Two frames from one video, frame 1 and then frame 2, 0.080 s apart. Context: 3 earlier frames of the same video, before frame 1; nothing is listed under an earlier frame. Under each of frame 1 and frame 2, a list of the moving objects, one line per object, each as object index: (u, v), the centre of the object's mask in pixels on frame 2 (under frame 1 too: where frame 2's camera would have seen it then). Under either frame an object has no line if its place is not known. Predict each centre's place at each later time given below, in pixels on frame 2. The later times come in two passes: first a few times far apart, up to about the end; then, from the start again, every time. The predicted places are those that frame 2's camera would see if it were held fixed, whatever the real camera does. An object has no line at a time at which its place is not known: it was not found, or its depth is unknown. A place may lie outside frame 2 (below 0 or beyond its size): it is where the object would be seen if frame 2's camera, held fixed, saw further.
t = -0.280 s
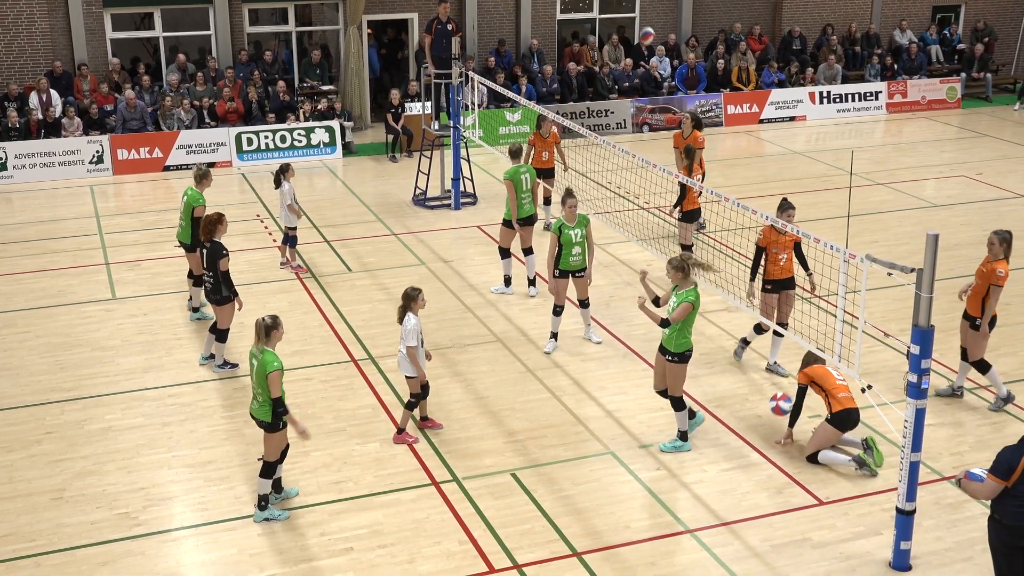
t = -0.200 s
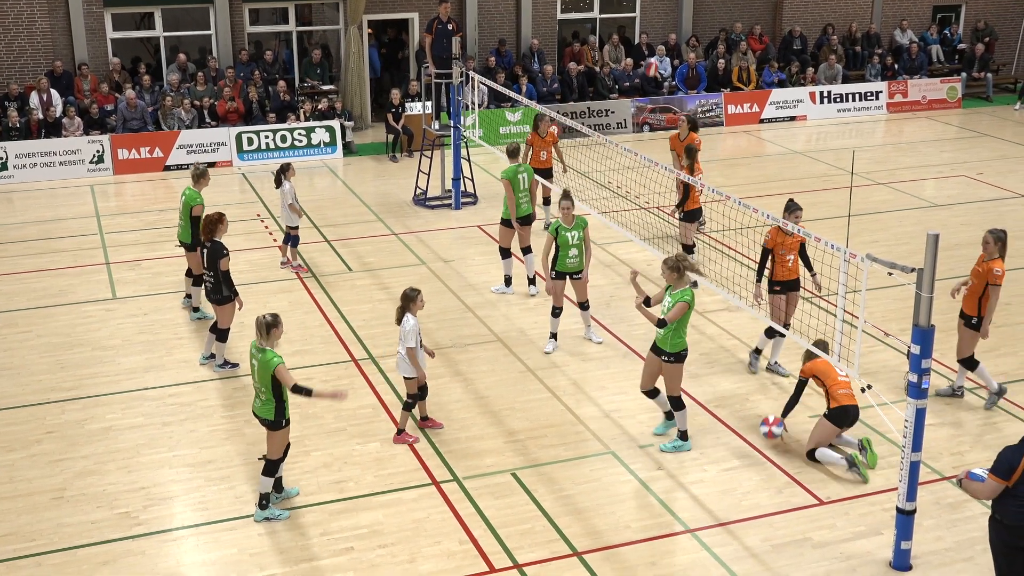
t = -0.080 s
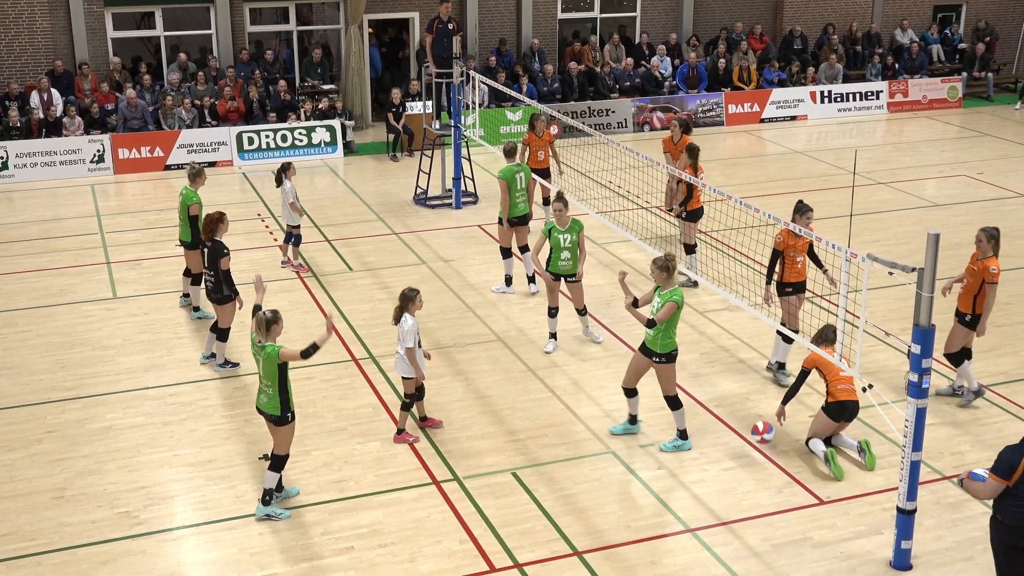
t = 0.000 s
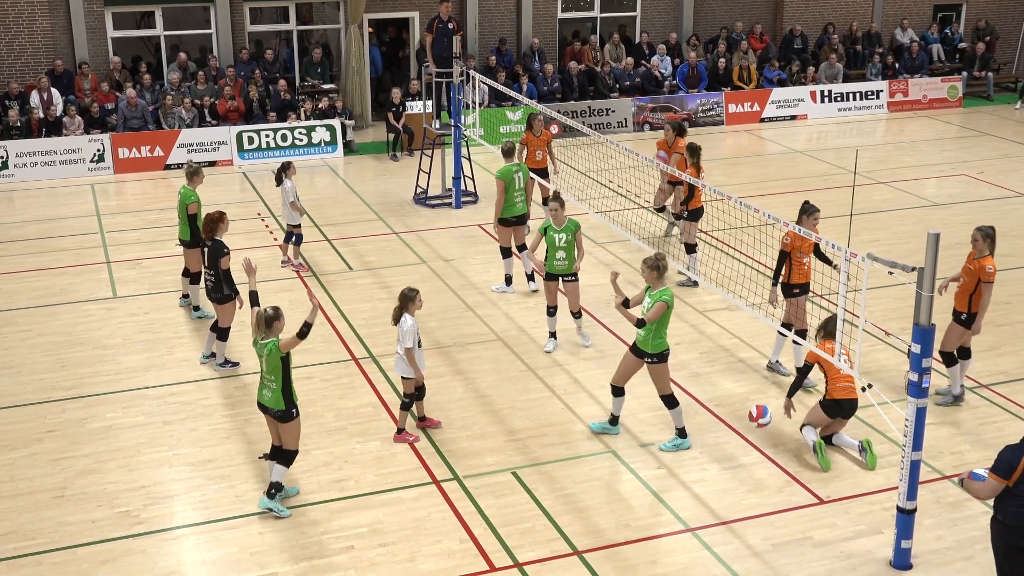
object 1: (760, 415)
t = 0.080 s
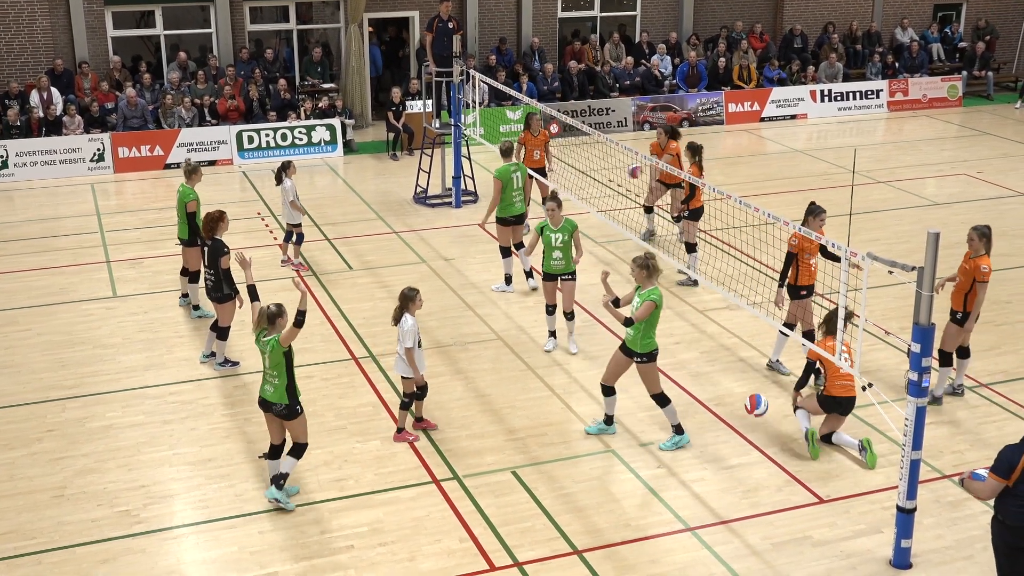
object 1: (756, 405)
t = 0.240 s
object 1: (748, 403)
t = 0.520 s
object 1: (731, 449)
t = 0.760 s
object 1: (720, 422)
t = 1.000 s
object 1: (705, 452)
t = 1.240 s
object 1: (693, 437)
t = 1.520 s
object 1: (678, 452)
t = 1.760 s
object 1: (665, 455)
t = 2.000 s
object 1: (652, 453)
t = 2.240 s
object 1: (639, 457)
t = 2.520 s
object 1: (624, 462)
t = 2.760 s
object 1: (612, 468)
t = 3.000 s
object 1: (600, 468)
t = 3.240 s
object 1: (588, 471)
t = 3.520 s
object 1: (573, 472)
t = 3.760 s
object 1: (561, 473)
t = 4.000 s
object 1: (550, 475)
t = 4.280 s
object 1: (538, 476)
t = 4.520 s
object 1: (527, 478)
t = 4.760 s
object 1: (516, 479)
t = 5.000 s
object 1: (505, 480)
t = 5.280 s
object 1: (493, 480)
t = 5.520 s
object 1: (483, 482)
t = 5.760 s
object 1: (474, 482)
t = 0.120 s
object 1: (754, 402)
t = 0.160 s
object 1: (753, 401)
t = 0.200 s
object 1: (751, 401)
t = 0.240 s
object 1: (748, 403)
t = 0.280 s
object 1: (746, 407)
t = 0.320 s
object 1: (744, 411)
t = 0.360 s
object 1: (741, 418)
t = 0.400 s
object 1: (739, 426)
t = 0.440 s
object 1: (735, 436)
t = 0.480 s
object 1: (733, 447)
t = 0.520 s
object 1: (731, 449)
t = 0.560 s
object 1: (730, 439)
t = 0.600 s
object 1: (728, 433)
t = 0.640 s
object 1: (726, 428)
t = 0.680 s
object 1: (724, 425)
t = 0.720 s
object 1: (722, 423)
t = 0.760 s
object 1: (720, 422)
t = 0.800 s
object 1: (718, 424)
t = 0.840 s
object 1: (715, 426)
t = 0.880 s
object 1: (713, 430)
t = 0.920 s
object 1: (711, 436)
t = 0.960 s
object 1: (708, 443)
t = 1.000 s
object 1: (705, 452)
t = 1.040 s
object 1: (703, 455)
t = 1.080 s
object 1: (701, 448)
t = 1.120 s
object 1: (699, 443)
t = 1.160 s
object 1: (698, 439)
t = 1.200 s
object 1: (696, 437)
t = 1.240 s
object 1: (693, 437)
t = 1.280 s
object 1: (691, 438)
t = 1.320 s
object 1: (689, 440)
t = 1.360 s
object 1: (687, 444)
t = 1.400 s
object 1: (684, 450)
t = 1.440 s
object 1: (682, 458)
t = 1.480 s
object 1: (680, 457)
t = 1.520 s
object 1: (678, 452)
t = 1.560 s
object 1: (676, 448)
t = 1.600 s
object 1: (674, 447)
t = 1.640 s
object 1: (671, 447)
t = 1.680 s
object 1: (669, 448)
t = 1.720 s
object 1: (667, 451)
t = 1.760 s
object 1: (665, 455)
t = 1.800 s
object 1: (662, 462)
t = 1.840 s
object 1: (660, 460)
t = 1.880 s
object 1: (658, 456)
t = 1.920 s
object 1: (656, 453)
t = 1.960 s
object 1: (654, 453)
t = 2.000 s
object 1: (652, 453)
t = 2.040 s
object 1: (649, 455)
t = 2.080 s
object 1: (647, 461)
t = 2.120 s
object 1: (645, 464)
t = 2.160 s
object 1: (643, 460)
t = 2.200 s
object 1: (641, 458)
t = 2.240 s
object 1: (639, 457)
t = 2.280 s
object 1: (637, 459)
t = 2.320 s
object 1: (635, 461)
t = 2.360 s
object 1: (632, 466)
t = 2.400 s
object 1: (630, 463)
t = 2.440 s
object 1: (628, 461)
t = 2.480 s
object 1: (626, 461)
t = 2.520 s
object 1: (624, 462)
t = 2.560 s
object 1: (622, 466)
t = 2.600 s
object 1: (620, 466)
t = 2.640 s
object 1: (618, 464)
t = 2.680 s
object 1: (616, 464)
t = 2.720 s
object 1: (614, 466)
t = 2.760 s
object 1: (612, 468)
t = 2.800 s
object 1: (610, 466)
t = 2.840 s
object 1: (608, 466)
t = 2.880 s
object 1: (606, 467)
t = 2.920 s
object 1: (604, 468)
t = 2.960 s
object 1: (602, 468)
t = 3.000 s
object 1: (600, 468)
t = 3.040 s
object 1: (598, 469)
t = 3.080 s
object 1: (596, 469)
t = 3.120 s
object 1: (594, 469)
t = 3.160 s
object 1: (592, 470)
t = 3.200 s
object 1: (590, 470)
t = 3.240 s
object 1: (588, 471)
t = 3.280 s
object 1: (586, 470)
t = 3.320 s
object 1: (584, 471)
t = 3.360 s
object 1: (582, 471)
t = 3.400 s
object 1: (580, 471)
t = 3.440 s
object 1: (577, 472)
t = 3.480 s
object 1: (576, 472)
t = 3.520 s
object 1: (573, 472)
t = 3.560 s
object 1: (571, 472)
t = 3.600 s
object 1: (569, 473)
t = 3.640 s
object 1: (567, 473)
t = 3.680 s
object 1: (566, 473)
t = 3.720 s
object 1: (563, 473)
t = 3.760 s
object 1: (561, 473)
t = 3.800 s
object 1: (560, 474)
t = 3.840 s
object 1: (558, 474)
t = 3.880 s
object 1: (556, 474)
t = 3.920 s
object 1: (554, 474)
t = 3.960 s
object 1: (552, 475)
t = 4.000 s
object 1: (550, 475)
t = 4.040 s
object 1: (548, 475)
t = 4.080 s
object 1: (547, 475)
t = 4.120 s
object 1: (545, 476)
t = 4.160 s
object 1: (543, 476)
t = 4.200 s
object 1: (541, 476)
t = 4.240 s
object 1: (539, 476)
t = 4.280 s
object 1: (538, 476)
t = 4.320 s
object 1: (536, 476)
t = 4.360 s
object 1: (534, 477)
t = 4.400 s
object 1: (532, 477)
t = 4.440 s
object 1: (531, 477)
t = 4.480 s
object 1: (529, 478)
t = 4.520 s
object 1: (527, 478)
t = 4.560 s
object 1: (525, 478)
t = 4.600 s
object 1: (523, 478)
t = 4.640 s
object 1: (521, 478)
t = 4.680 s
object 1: (520, 478)
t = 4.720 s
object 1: (518, 479)
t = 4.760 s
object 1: (516, 479)
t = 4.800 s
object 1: (514, 479)
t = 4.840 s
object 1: (513, 479)
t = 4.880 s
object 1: (511, 479)
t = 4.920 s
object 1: (509, 479)
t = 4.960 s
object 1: (507, 480)
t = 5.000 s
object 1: (505, 480)
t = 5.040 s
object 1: (504, 479)
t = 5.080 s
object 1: (502, 480)
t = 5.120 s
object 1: (500, 480)
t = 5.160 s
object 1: (498, 480)
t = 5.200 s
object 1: (496, 480)
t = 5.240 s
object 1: (494, 480)
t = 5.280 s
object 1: (493, 480)
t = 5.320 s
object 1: (491, 481)
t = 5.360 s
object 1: (489, 481)
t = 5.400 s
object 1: (488, 481)
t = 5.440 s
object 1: (486, 481)
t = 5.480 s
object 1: (484, 481)
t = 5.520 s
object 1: (483, 482)
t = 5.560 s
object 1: (482, 481)
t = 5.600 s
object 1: (480, 482)
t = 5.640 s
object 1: (478, 482)
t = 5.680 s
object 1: (477, 482)
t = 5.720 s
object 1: (475, 482)
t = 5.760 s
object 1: (474, 482)
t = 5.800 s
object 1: (472, 482)
